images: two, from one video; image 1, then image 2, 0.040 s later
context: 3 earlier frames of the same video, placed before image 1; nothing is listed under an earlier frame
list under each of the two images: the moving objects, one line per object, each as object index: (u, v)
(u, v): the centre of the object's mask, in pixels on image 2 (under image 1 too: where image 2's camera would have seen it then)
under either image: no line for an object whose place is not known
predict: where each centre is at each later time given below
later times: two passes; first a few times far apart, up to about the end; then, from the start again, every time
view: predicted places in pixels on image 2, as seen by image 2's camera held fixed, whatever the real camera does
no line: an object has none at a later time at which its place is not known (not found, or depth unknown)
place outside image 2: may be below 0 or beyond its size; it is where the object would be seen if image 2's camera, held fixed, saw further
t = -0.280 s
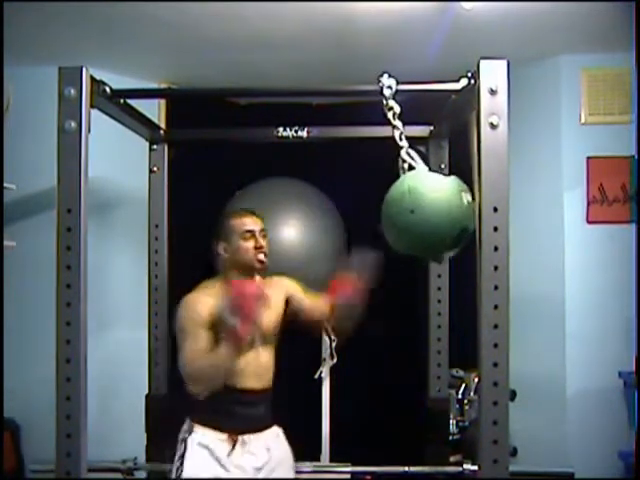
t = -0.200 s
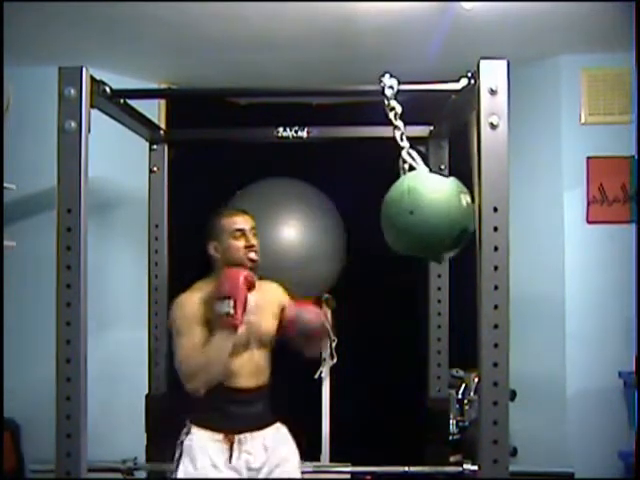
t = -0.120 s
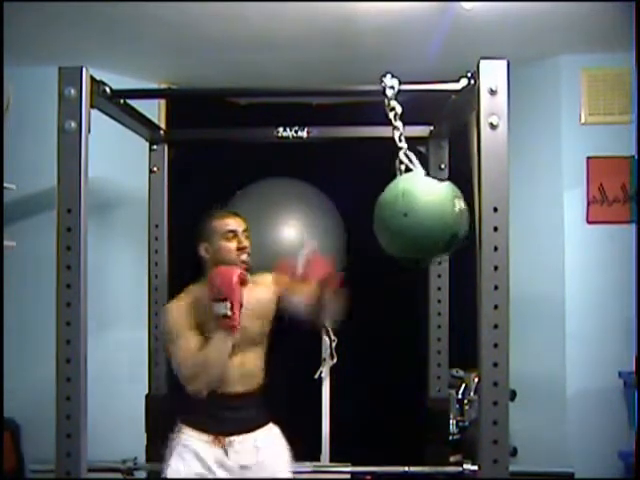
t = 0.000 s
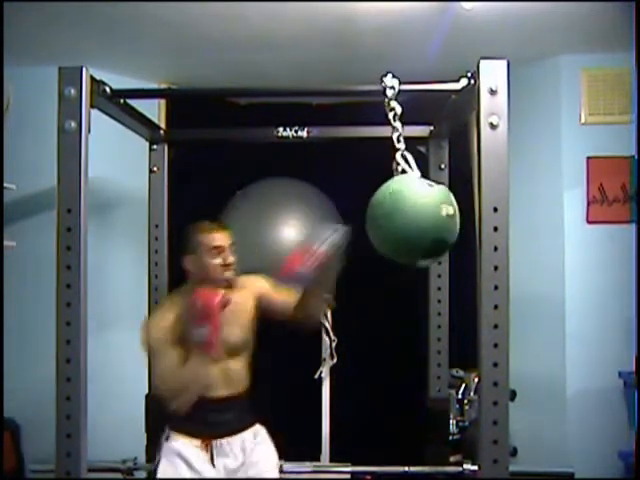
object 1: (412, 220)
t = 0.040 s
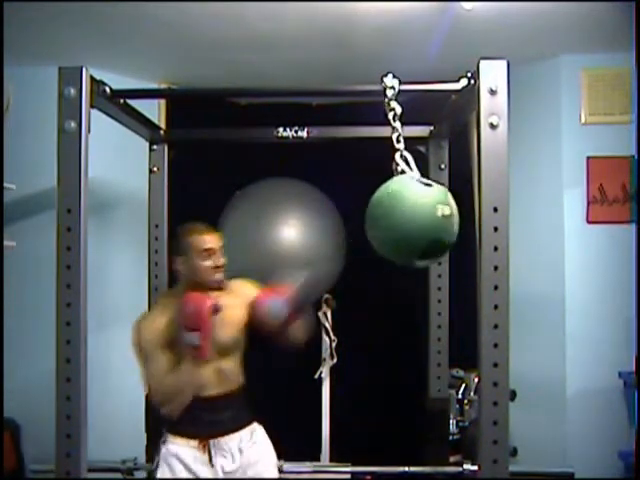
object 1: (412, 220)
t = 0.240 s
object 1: (397, 222)
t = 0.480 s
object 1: (377, 222)
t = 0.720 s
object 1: (375, 222)
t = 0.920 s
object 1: (389, 224)
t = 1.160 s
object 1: (407, 222)
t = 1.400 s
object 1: (403, 223)
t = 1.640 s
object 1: (383, 223)
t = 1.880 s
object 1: (375, 222)
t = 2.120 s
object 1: (386, 223)
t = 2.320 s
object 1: (400, 222)
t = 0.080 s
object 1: (410, 220)
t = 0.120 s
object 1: (408, 221)
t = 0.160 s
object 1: (405, 221)
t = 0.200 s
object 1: (402, 221)
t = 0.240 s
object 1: (397, 222)
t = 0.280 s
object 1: (393, 222)
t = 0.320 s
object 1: (390, 223)
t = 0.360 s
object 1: (386, 223)
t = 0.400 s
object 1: (382, 223)
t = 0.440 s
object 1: (380, 222)
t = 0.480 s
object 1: (377, 222)
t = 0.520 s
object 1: (376, 222)
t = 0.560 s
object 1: (375, 221)
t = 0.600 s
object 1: (374, 221)
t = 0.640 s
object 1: (373, 221)
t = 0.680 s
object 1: (374, 222)
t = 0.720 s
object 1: (375, 222)
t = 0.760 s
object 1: (377, 222)
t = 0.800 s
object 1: (379, 223)
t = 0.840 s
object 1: (381, 223)
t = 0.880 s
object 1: (385, 224)
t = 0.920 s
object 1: (389, 224)
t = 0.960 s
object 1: (392, 223)
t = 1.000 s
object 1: (396, 223)
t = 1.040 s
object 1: (400, 223)
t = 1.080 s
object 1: (403, 222)
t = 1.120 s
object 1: (405, 222)
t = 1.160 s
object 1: (407, 222)
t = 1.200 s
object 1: (408, 221)
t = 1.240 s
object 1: (408, 221)
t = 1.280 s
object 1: (408, 221)
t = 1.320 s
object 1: (407, 222)
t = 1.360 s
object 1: (405, 222)
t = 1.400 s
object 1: (403, 223)
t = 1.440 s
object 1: (400, 223)
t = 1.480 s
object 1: (396, 223)
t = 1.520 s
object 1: (392, 224)
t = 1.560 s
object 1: (389, 224)
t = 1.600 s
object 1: (386, 223)
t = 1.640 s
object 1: (383, 223)
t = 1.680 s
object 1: (380, 223)
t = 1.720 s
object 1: (378, 222)
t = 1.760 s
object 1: (377, 222)
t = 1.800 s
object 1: (375, 222)
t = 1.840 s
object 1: (375, 222)
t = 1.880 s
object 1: (375, 222)
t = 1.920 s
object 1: (375, 222)
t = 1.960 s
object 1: (376, 222)
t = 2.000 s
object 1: (377, 223)
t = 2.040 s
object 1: (380, 222)
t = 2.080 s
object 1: (383, 223)
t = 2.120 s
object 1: (386, 223)
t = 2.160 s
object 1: (388, 223)
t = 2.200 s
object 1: (391, 223)
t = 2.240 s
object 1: (395, 222)
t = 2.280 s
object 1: (398, 222)
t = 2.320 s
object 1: (400, 222)
